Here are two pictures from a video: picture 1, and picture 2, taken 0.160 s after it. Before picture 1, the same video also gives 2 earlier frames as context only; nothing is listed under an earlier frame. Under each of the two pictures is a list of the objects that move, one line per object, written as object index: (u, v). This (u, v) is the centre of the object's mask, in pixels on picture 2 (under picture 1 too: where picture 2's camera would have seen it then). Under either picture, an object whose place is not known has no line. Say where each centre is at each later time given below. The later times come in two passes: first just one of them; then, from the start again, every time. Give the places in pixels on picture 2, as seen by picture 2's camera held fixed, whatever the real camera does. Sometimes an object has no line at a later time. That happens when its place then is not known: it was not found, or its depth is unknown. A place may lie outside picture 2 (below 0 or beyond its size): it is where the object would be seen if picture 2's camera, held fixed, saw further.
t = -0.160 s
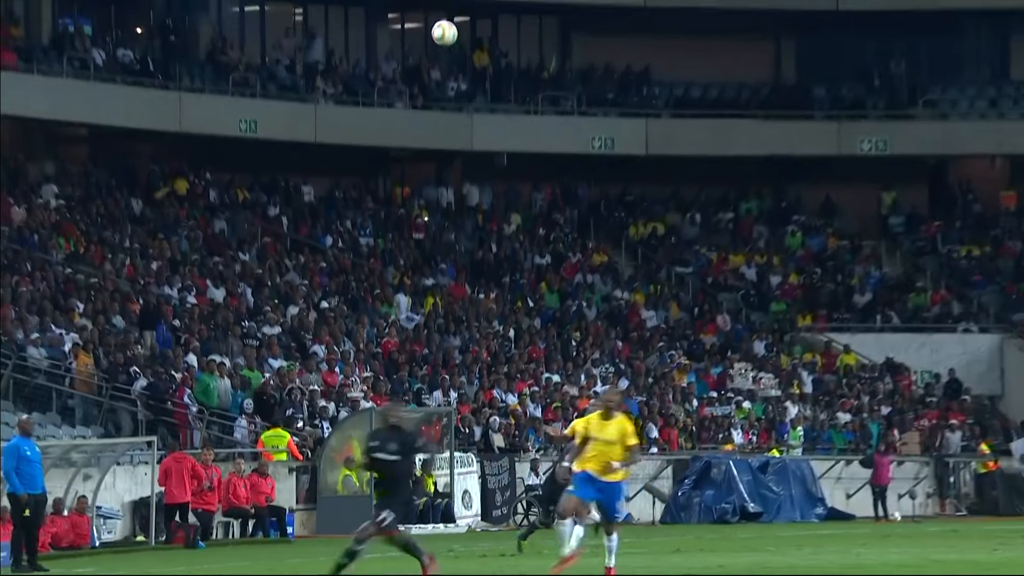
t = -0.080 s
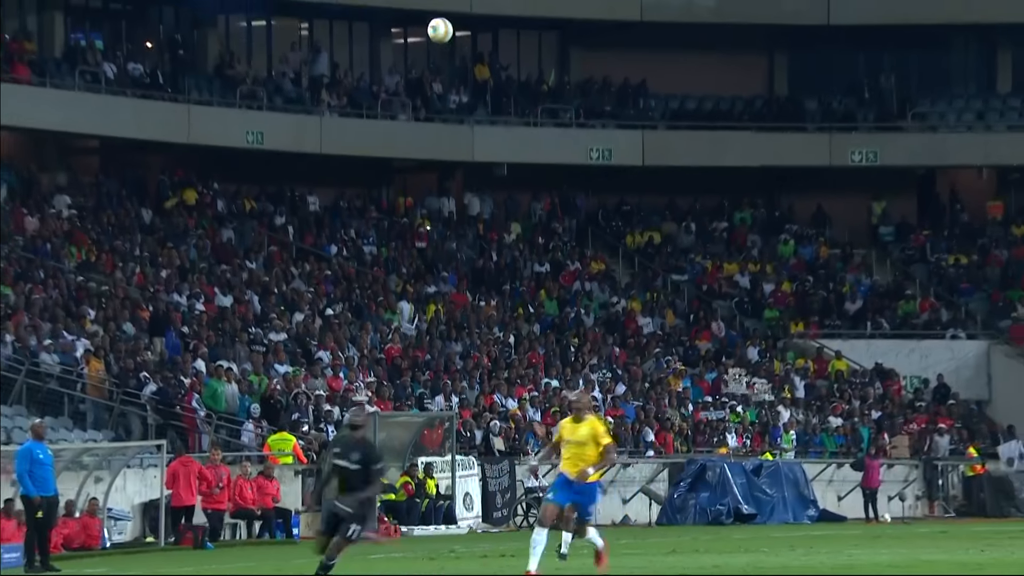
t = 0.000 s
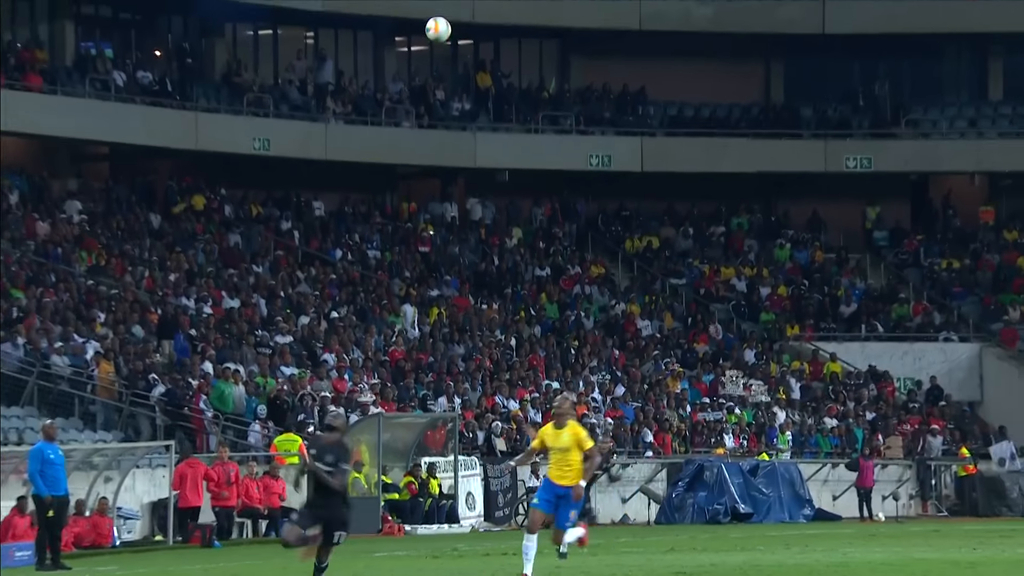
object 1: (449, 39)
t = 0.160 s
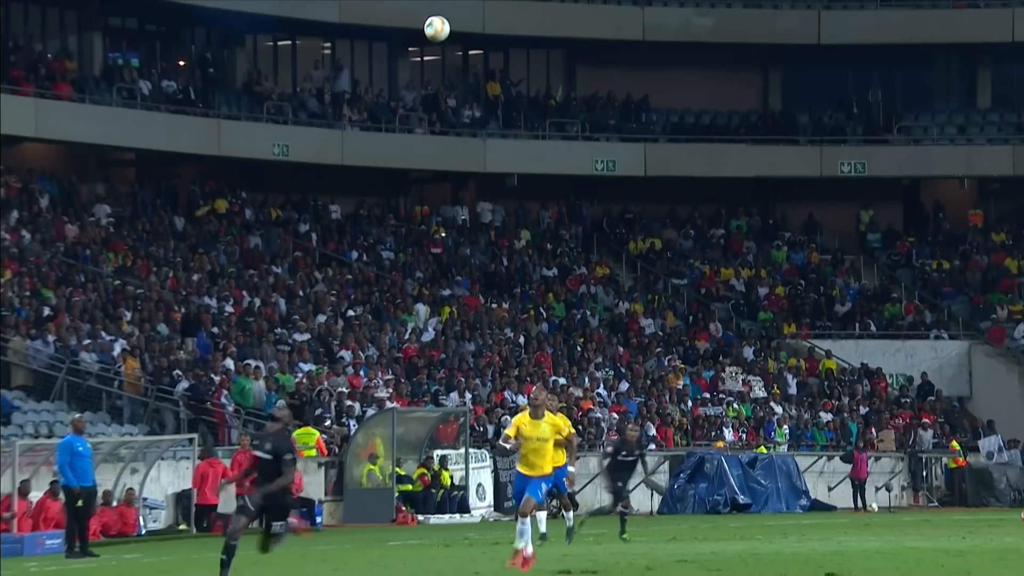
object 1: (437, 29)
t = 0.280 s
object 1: (427, 33)
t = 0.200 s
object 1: (434, 29)
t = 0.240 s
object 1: (430, 31)
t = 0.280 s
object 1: (427, 33)
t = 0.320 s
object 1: (424, 37)
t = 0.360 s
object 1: (421, 43)
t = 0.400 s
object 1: (418, 50)
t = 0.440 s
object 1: (415, 58)
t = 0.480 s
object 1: (413, 62)
